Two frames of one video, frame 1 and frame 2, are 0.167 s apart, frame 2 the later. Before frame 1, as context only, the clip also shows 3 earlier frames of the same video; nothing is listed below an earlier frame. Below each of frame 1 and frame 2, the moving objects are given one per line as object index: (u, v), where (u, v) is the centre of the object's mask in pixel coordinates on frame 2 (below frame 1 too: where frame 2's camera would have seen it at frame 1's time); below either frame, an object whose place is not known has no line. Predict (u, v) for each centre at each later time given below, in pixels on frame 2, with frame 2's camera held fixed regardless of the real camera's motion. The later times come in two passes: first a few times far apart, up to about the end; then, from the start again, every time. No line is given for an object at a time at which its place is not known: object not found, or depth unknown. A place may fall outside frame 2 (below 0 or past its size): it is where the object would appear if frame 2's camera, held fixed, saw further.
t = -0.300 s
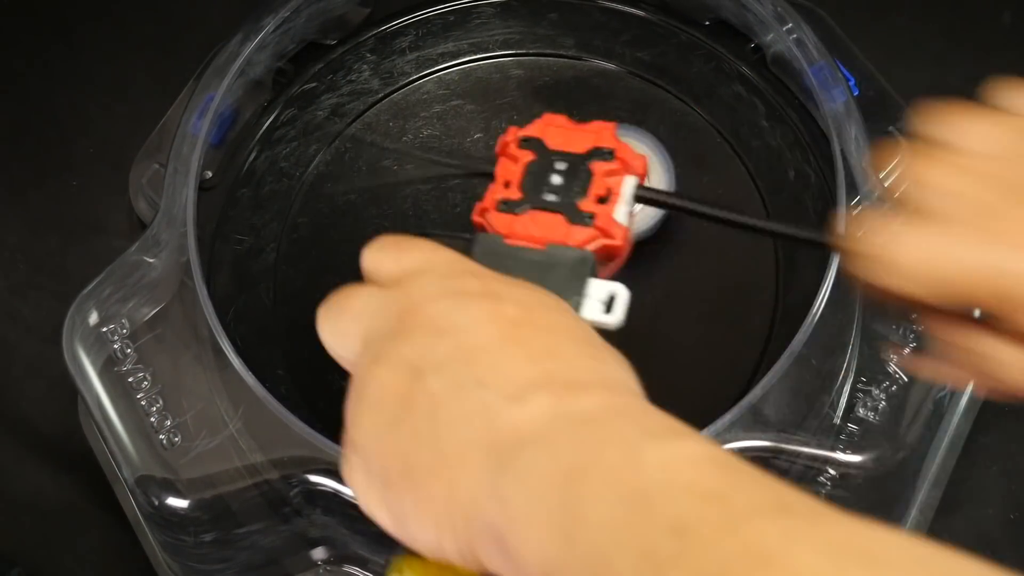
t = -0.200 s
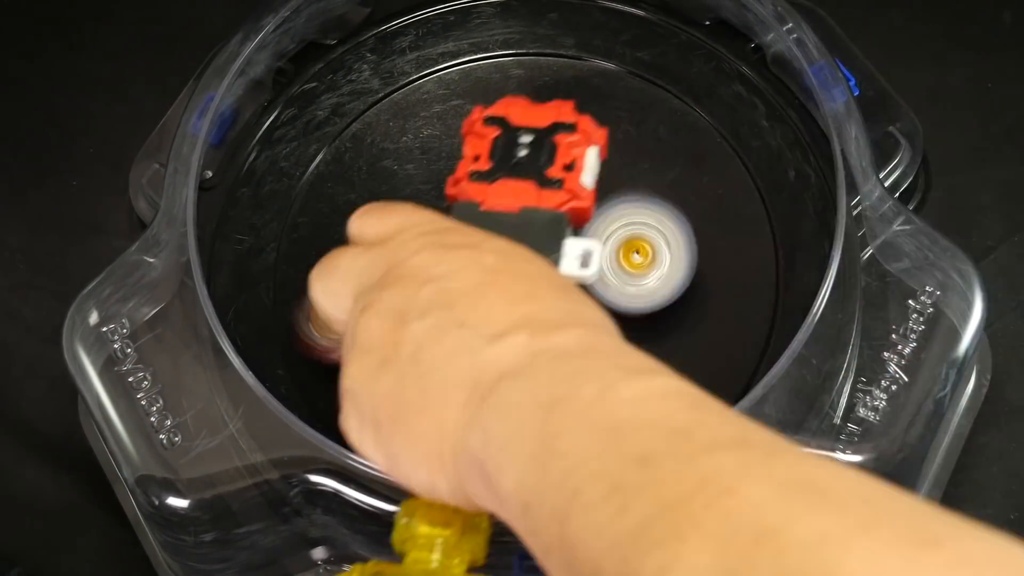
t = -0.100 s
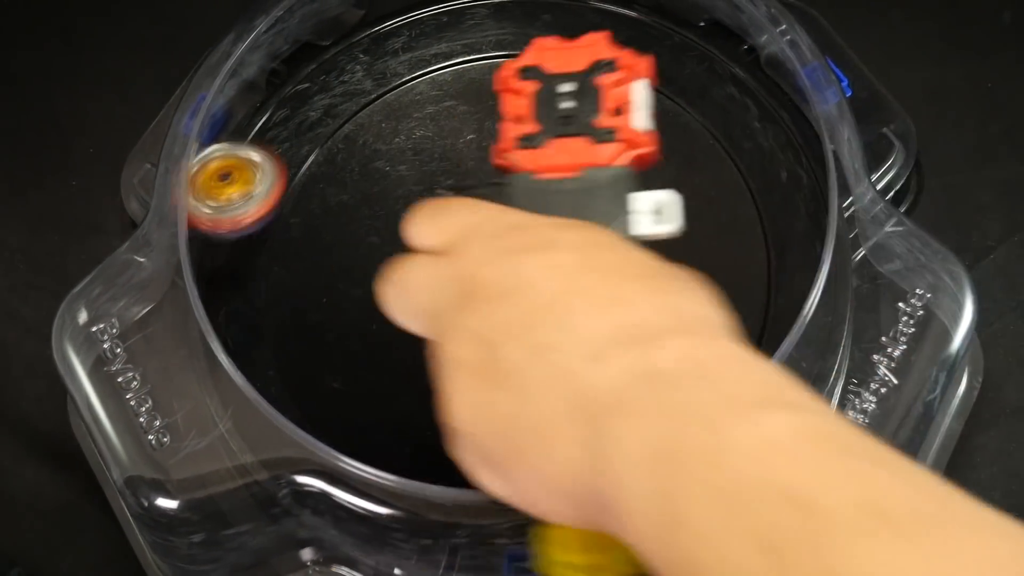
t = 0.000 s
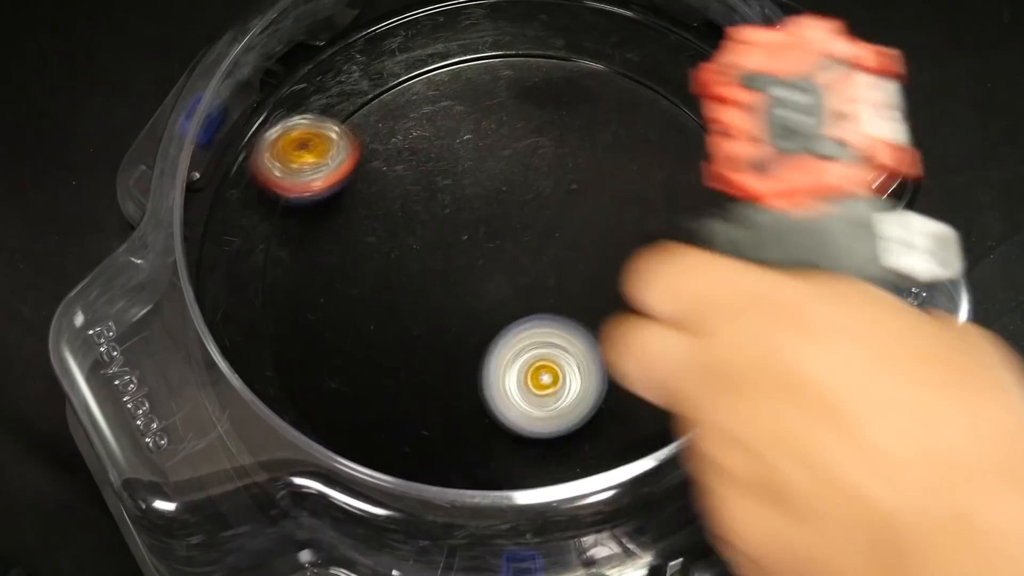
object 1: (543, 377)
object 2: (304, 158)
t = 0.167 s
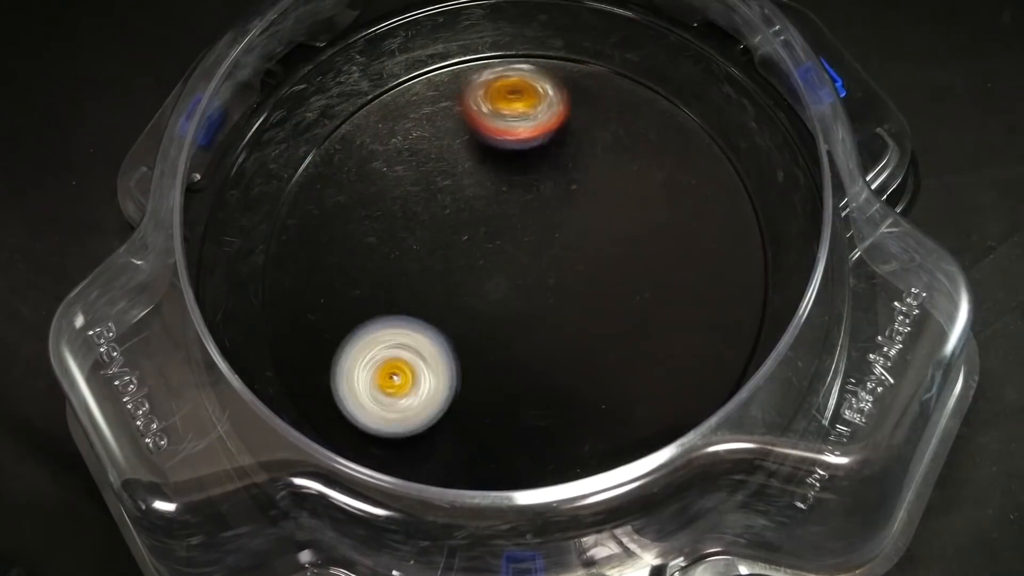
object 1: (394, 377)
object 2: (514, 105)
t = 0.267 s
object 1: (330, 326)
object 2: (629, 115)
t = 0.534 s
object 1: (391, 158)
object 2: (744, 256)
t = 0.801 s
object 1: (611, 171)
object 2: (506, 339)
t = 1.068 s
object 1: (620, 373)
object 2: (302, 223)
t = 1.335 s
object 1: (411, 419)
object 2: (413, 221)
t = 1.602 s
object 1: (395, 223)
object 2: (613, 262)
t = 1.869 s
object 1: (570, 117)
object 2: (598, 245)
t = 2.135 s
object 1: (667, 268)
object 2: (412, 202)
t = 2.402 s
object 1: (515, 392)
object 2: (372, 292)
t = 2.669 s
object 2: (347, 112)
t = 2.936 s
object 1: (660, 225)
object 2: (488, 67)
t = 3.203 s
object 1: (663, 365)
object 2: (369, 112)
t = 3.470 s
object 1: (542, 331)
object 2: (336, 300)
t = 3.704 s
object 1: (567, 214)
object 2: (366, 287)
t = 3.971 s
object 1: (520, 90)
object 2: (563, 242)
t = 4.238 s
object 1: (475, 121)
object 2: (594, 234)
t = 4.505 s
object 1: (375, 303)
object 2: (556, 252)
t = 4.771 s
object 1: (445, 337)
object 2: (514, 255)
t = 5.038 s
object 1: (445, 377)
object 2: (558, 60)
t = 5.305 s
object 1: (402, 317)
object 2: (512, 172)
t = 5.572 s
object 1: (368, 339)
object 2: (556, 178)
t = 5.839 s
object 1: (405, 320)
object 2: (654, 192)
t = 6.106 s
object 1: (451, 318)
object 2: (682, 193)
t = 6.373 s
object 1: (477, 345)
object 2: (566, 219)
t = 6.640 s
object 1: (504, 342)
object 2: (460, 245)
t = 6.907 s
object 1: (541, 254)
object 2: (424, 306)
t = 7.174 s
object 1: (536, 185)
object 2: (480, 336)
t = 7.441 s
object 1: (456, 181)
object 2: (518, 309)
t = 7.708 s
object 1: (402, 200)
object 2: (469, 300)
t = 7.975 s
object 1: (441, 242)
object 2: (469, 341)
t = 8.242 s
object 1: (452, 211)
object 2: (636, 370)
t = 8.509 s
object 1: (497, 255)
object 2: (615, 211)
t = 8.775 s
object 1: (557, 308)
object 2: (352, 144)
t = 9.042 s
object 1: (549, 264)
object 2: (337, 322)
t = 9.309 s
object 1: (485, 210)
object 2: (635, 356)
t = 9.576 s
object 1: (443, 216)
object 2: (712, 140)
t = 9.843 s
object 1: (475, 282)
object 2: (489, 57)
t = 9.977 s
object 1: (494, 313)
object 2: (354, 137)
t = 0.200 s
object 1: (369, 362)
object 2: (556, 105)
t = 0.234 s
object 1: (347, 347)
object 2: (598, 116)
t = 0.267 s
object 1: (330, 326)
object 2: (629, 115)
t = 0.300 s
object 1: (317, 302)
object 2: (661, 125)
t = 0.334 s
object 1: (311, 278)
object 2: (692, 146)
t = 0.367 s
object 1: (310, 254)
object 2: (712, 156)
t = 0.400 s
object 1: (316, 231)
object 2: (731, 174)
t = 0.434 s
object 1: (328, 210)
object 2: (744, 196)
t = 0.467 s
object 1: (344, 190)
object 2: (750, 216)
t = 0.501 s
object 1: (367, 172)
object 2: (750, 235)
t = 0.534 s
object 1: (391, 158)
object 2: (744, 256)
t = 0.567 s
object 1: (419, 145)
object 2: (730, 275)
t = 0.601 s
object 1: (448, 137)
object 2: (711, 293)
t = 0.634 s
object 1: (478, 132)
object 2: (686, 309)
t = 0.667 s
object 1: (508, 132)
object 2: (657, 322)
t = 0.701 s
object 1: (537, 135)
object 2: (622, 332)
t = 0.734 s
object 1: (563, 141)
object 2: (585, 339)
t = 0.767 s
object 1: (589, 155)
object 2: (546, 341)
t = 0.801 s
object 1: (611, 171)
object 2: (506, 339)
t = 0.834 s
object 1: (629, 190)
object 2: (468, 329)
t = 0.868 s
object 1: (643, 214)
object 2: (432, 317)
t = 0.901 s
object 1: (652, 239)
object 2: (398, 300)
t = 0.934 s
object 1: (657, 266)
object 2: (369, 283)
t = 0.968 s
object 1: (655, 296)
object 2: (344, 266)
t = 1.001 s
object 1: (649, 322)
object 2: (325, 249)
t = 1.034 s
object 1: (637, 348)
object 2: (311, 235)
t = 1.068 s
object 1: (620, 373)
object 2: (302, 223)
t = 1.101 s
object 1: (600, 393)
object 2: (299, 213)
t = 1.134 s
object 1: (575, 412)
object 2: (302, 207)
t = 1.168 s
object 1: (548, 426)
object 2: (310, 203)
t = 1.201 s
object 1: (519, 434)
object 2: (323, 203)
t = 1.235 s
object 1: (490, 437)
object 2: (340, 204)
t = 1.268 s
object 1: (461, 436)
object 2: (362, 208)
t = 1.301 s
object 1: (435, 431)
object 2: (387, 213)
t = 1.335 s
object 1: (411, 419)
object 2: (413, 221)
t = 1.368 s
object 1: (393, 403)
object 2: (442, 229)
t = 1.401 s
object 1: (379, 381)
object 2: (471, 237)
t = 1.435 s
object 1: (370, 359)
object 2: (499, 245)
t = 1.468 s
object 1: (366, 333)
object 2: (526, 251)
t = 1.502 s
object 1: (366, 306)
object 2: (552, 256)
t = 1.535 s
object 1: (372, 277)
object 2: (575, 260)
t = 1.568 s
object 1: (381, 249)
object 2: (596, 262)
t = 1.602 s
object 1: (395, 223)
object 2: (613, 262)
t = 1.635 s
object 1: (412, 197)
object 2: (625, 263)
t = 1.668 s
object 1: (431, 176)
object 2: (634, 261)
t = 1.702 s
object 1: (452, 155)
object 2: (638, 261)
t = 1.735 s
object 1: (475, 138)
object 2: (638, 258)
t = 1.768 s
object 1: (498, 127)
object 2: (634, 256)
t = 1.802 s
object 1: (522, 118)
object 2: (626, 253)
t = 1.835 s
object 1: (546, 115)
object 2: (613, 249)
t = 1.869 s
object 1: (570, 117)
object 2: (598, 245)
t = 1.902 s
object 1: (591, 123)
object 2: (579, 240)
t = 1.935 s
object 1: (611, 133)
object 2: (558, 235)
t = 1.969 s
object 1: (628, 148)
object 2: (535, 229)
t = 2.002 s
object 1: (644, 168)
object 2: (511, 222)
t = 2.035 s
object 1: (656, 188)
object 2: (485, 214)
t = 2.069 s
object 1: (663, 214)
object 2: (461, 208)
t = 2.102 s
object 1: (668, 240)
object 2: (436, 203)
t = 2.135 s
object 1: (667, 268)
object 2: (412, 202)
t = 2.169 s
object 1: (661, 293)
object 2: (391, 203)
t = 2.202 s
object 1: (651, 316)
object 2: (373, 208)
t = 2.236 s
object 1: (635, 340)
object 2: (360, 216)
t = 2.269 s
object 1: (616, 358)
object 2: (350, 226)
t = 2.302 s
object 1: (594, 373)
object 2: (346, 239)
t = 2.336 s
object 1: (569, 383)
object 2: (349, 256)
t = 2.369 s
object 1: (542, 390)
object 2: (358, 274)
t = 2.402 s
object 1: (515, 392)
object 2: (372, 292)
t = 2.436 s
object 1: (486, 389)
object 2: (392, 310)
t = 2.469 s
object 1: (505, 413)
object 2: (382, 293)
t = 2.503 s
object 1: (548, 443)
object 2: (345, 249)
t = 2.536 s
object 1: (591, 468)
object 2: (316, 205)
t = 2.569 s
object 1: (638, 491)
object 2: (294, 163)
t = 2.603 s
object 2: (306, 136)
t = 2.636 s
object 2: (325, 121)
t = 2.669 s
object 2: (347, 112)
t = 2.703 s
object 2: (374, 105)
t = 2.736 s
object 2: (404, 104)
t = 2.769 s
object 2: (436, 107)
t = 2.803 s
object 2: (468, 113)
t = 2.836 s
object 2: (500, 122)
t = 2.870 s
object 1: (609, 201)
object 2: (529, 133)
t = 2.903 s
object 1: (631, 205)
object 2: (514, 106)
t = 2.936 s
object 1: (660, 225)
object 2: (488, 67)
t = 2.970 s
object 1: (691, 258)
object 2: (460, 40)
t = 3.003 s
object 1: (712, 283)
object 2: (435, 33)
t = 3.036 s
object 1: (730, 305)
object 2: (413, 32)
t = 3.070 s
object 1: (736, 320)
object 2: (391, 32)
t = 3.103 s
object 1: (724, 334)
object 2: (377, 39)
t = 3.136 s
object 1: (708, 349)
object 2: (371, 56)
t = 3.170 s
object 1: (688, 359)
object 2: (369, 81)
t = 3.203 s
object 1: (663, 365)
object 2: (369, 112)
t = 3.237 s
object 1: (635, 367)
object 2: (372, 146)
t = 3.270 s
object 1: (605, 366)
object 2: (377, 181)
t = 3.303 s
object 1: (573, 362)
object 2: (386, 216)
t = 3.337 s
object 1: (541, 353)
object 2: (400, 252)
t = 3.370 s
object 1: (511, 342)
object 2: (417, 286)
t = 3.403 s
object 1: (512, 339)
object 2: (397, 289)
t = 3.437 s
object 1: (528, 337)
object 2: (364, 292)
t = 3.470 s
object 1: (542, 331)
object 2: (336, 300)
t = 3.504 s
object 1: (554, 321)
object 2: (318, 298)
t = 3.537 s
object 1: (563, 307)
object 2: (308, 298)
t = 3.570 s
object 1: (569, 291)
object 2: (306, 296)
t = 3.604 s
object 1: (571, 273)
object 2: (311, 295)
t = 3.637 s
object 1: (572, 253)
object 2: (323, 294)
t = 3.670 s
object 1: (570, 233)
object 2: (343, 291)
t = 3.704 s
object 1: (567, 214)
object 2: (366, 287)
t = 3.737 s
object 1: (562, 195)
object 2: (392, 280)
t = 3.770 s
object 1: (556, 179)
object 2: (421, 272)
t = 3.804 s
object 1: (547, 164)
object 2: (451, 261)
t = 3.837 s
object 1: (537, 152)
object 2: (482, 249)
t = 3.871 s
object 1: (530, 138)
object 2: (507, 242)
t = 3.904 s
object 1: (528, 119)
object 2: (528, 243)
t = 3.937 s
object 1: (525, 103)
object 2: (546, 242)
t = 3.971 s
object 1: (520, 90)
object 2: (563, 242)
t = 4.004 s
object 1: (514, 80)
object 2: (578, 242)
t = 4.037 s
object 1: (508, 74)
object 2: (590, 241)
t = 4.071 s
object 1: (504, 73)
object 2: (599, 240)
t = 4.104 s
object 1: (498, 74)
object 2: (604, 238)
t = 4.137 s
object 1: (492, 80)
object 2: (606, 236)
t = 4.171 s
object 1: (486, 90)
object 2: (605, 235)
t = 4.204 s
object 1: (481, 103)
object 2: (600, 235)
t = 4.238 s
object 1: (475, 121)
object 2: (594, 234)
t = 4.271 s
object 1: (469, 139)
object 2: (584, 234)
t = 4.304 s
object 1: (463, 163)
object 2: (572, 233)
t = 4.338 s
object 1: (456, 191)
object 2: (559, 233)
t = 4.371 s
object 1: (437, 215)
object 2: (561, 237)
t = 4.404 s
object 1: (419, 240)
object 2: (562, 242)
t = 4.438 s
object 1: (401, 263)
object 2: (561, 245)
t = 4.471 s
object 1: (386, 285)
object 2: (559, 249)
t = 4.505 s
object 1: (375, 303)
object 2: (556, 252)
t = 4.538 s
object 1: (369, 320)
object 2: (552, 255)
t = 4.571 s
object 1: (366, 335)
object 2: (547, 258)
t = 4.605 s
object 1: (370, 341)
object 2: (541, 259)
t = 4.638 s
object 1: (378, 351)
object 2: (535, 260)
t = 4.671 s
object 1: (390, 348)
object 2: (529, 260)
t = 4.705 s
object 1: (407, 351)
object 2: (523, 259)
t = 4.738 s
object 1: (425, 340)
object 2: (518, 258)
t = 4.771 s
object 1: (445, 337)
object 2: (514, 255)
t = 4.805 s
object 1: (446, 355)
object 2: (526, 224)
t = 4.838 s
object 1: (445, 372)
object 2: (541, 187)
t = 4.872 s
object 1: (445, 384)
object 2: (553, 150)
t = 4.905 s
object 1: (444, 392)
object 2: (562, 116)
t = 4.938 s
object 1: (445, 394)
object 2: (568, 87)
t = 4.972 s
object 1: (446, 393)
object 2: (571, 58)
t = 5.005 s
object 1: (445, 386)
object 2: (569, 45)
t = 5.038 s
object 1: (445, 377)
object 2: (558, 60)
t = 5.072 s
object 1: (448, 364)
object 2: (547, 77)
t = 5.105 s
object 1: (447, 348)
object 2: (535, 99)
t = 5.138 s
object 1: (449, 330)
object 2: (521, 122)
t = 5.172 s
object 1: (450, 309)
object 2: (507, 148)
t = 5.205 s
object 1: (452, 291)
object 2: (492, 177)
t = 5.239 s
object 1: (442, 288)
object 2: (488, 187)
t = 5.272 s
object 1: (421, 305)
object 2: (499, 179)
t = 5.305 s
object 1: (402, 317)
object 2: (512, 172)
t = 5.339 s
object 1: (383, 328)
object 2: (521, 166)
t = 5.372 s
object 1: (370, 337)
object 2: (532, 160)
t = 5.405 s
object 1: (359, 342)
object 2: (540, 158)
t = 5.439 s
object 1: (353, 346)
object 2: (547, 157)
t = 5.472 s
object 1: (350, 346)
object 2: (551, 160)
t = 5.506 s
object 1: (352, 347)
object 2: (555, 164)
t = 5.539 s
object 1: (359, 342)
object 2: (556, 170)
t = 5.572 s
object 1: (368, 339)
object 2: (556, 178)
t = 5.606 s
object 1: (384, 333)
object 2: (554, 188)
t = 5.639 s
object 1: (400, 324)
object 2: (551, 199)
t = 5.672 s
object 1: (421, 316)
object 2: (546, 212)
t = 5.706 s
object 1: (443, 304)
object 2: (540, 225)
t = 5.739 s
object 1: (457, 295)
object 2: (540, 234)
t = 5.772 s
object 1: (436, 304)
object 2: (582, 221)
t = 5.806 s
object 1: (418, 313)
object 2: (620, 205)
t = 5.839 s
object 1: (405, 320)
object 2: (654, 192)
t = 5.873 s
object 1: (397, 326)
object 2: (684, 179)
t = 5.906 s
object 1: (392, 332)
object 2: (711, 168)
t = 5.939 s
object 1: (394, 332)
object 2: (732, 158)
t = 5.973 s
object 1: (399, 332)
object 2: (736, 156)
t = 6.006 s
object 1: (408, 330)
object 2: (730, 163)
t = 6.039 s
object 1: (419, 327)
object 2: (717, 172)
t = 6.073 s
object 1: (433, 324)
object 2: (701, 180)
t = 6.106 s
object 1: (451, 318)
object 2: (682, 193)
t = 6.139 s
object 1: (470, 311)
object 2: (658, 207)
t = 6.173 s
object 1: (490, 304)
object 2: (631, 223)
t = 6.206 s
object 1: (508, 298)
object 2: (602, 238)
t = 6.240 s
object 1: (499, 312)
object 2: (598, 230)
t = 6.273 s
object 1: (492, 324)
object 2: (594, 224)
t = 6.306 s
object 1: (486, 333)
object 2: (586, 220)
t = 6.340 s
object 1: (480, 341)
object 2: (576, 218)
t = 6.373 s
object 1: (477, 345)
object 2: (566, 219)
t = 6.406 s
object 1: (476, 347)
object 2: (554, 222)
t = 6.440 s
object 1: (478, 346)
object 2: (541, 227)
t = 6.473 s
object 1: (479, 343)
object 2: (527, 235)
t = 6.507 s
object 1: (481, 337)
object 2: (514, 243)
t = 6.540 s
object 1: (487, 342)
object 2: (499, 243)
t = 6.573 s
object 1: (492, 345)
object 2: (485, 243)
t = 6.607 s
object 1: (498, 345)
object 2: (473, 243)
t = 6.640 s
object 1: (504, 342)
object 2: (460, 245)
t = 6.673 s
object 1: (509, 337)
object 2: (449, 248)
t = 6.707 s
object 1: (515, 330)
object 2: (440, 253)
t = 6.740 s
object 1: (521, 322)
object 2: (433, 260)
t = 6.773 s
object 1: (527, 311)
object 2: (427, 268)
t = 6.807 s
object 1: (533, 299)
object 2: (423, 277)
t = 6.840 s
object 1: (537, 285)
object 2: (422, 287)
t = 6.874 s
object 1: (539, 267)
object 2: (422, 297)
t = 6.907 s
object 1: (541, 254)
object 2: (424, 306)
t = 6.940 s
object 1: (545, 241)
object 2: (429, 315)
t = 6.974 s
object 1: (547, 228)
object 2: (434, 322)
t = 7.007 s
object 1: (548, 217)
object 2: (441, 330)
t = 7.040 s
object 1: (548, 208)
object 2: (448, 334)
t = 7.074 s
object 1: (546, 200)
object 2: (456, 338)
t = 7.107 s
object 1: (543, 194)
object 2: (464, 340)
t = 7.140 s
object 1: (540, 189)
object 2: (472, 340)
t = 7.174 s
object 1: (536, 185)
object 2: (480, 336)
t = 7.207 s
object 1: (531, 184)
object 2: (488, 332)
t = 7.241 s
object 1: (525, 184)
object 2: (494, 327)
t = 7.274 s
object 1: (518, 186)
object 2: (499, 319)
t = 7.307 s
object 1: (511, 191)
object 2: (502, 311)
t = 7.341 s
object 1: (502, 196)
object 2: (505, 301)
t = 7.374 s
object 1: (487, 193)
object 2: (510, 301)
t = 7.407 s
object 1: (471, 186)
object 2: (516, 306)
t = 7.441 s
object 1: (456, 181)
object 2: (518, 309)
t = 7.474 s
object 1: (442, 178)
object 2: (518, 311)
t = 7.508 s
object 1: (430, 176)
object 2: (516, 312)
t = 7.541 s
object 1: (420, 176)
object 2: (512, 311)
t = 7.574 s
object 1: (411, 177)
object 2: (505, 309)
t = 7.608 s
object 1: (406, 179)
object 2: (497, 307)
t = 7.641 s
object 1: (401, 185)
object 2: (488, 305)
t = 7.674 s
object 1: (400, 191)
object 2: (479, 302)
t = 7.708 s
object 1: (402, 200)
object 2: (469, 300)
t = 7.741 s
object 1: (405, 209)
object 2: (460, 298)
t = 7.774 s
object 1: (404, 212)
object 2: (458, 305)
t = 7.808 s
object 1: (405, 211)
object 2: (456, 312)
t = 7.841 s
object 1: (407, 215)
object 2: (455, 320)
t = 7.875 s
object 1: (415, 220)
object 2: (456, 326)
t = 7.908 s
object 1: (422, 227)
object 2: (458, 332)
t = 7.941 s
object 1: (432, 234)
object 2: (462, 337)
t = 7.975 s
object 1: (441, 242)
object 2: (469, 341)
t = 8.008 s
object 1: (452, 250)
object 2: (477, 343)
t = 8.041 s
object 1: (463, 256)
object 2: (489, 342)
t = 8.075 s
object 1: (468, 256)
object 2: (511, 352)
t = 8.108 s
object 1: (461, 241)
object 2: (539, 366)
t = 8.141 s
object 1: (456, 232)
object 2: (567, 374)
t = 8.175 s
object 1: (454, 224)
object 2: (593, 378)
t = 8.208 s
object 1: (452, 217)
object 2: (616, 376)
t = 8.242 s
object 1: (452, 211)
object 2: (636, 370)
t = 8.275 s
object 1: (454, 209)
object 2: (652, 359)
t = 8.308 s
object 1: (457, 209)
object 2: (663, 345)
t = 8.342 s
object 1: (461, 213)
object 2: (669, 326)
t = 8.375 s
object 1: (467, 219)
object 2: (669, 305)
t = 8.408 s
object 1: (474, 227)
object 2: (664, 282)
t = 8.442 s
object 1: (481, 234)
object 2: (653, 258)
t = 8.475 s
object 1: (489, 244)
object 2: (637, 234)
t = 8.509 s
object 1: (497, 255)
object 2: (615, 211)
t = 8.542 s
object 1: (506, 265)
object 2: (589, 190)
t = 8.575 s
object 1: (515, 274)
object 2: (558, 172)
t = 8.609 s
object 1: (524, 282)
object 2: (525, 157)
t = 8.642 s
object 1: (533, 290)
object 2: (489, 147)
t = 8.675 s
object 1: (539, 297)
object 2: (454, 140)
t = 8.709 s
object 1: (546, 303)
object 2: (418, 137)
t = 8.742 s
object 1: (552, 307)
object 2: (384, 139)
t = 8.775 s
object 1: (557, 308)
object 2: (352, 144)
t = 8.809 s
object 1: (560, 306)
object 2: (325, 153)
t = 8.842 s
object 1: (562, 304)
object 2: (302, 167)
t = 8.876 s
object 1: (563, 301)
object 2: (285, 185)
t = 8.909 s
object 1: (563, 297)
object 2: (281, 210)
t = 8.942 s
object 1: (562, 290)
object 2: (286, 237)
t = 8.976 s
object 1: (559, 280)
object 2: (297, 265)
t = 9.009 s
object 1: (553, 271)
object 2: (314, 294)
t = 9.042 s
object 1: (549, 264)
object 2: (337, 322)
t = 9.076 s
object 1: (543, 255)
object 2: (366, 347)
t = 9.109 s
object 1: (536, 245)
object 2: (401, 368)
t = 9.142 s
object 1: (528, 235)
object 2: (441, 382)
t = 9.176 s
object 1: (518, 230)
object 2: (482, 390)
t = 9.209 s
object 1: (510, 225)
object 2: (524, 391)
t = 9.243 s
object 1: (503, 219)
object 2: (564, 384)
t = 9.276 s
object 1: (494, 213)
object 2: (601, 372)
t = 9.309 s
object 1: (485, 210)
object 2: (635, 356)
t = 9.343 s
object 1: (475, 208)
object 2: (664, 334)
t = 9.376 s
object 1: (469, 206)
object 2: (686, 309)
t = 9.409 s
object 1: (463, 204)
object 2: (704, 282)
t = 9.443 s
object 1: (456, 201)
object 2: (716, 254)
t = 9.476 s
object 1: (450, 205)
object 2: (722, 225)
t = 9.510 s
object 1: (446, 209)
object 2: (724, 196)
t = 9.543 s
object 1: (443, 212)
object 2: (720, 167)
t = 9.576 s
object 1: (443, 216)
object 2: (712, 140)
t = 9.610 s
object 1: (444, 225)
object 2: (700, 115)
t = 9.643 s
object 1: (444, 233)
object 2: (683, 94)
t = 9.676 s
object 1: (445, 239)
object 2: (655, 79)
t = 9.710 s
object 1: (452, 246)
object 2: (627, 69)
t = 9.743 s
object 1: (459, 257)
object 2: (596, 60)
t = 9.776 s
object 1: (462, 266)
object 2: (563, 55)
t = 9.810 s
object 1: (466, 272)
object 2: (528, 52)
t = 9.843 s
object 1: (475, 282)
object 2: (489, 57)
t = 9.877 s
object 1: (480, 292)
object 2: (452, 68)
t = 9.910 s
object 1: (483, 299)
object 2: (416, 86)
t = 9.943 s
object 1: (489, 306)
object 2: (383, 110)
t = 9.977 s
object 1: (494, 313)
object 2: (354, 137)
